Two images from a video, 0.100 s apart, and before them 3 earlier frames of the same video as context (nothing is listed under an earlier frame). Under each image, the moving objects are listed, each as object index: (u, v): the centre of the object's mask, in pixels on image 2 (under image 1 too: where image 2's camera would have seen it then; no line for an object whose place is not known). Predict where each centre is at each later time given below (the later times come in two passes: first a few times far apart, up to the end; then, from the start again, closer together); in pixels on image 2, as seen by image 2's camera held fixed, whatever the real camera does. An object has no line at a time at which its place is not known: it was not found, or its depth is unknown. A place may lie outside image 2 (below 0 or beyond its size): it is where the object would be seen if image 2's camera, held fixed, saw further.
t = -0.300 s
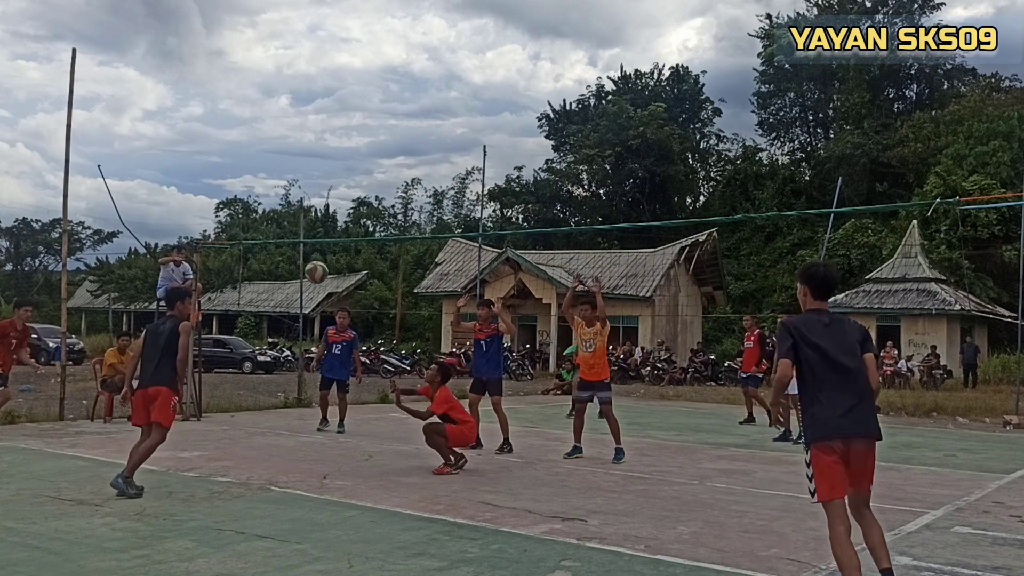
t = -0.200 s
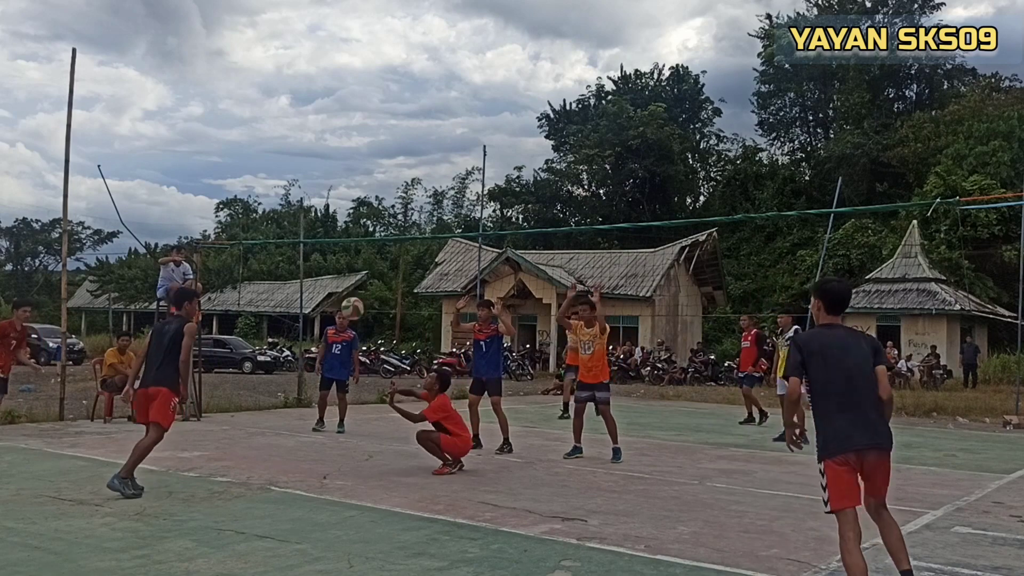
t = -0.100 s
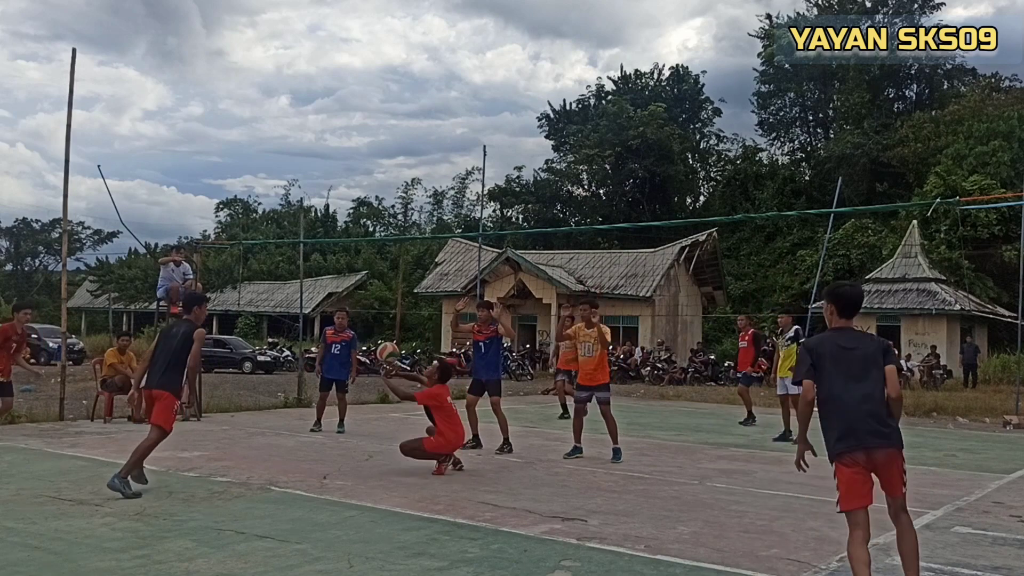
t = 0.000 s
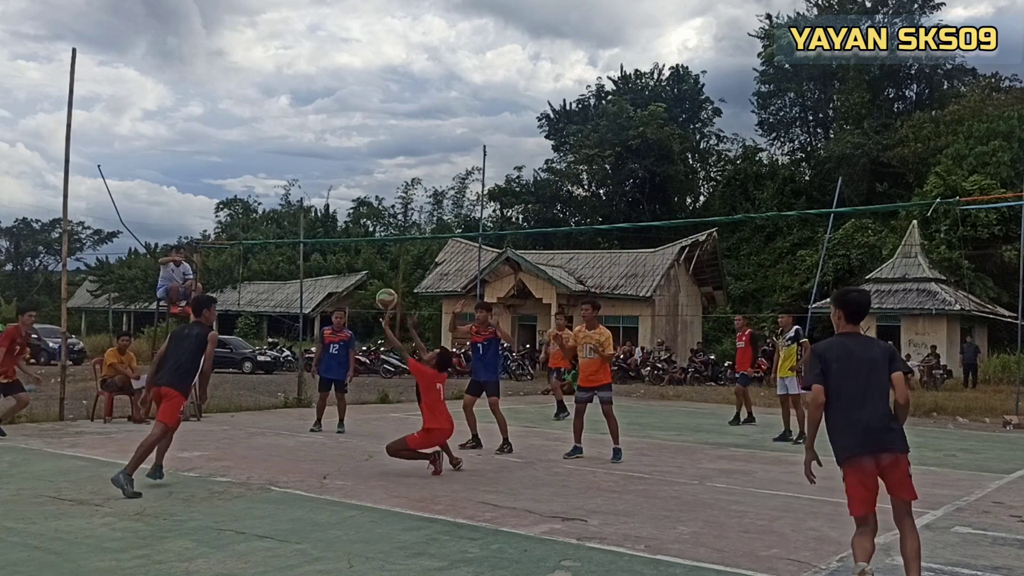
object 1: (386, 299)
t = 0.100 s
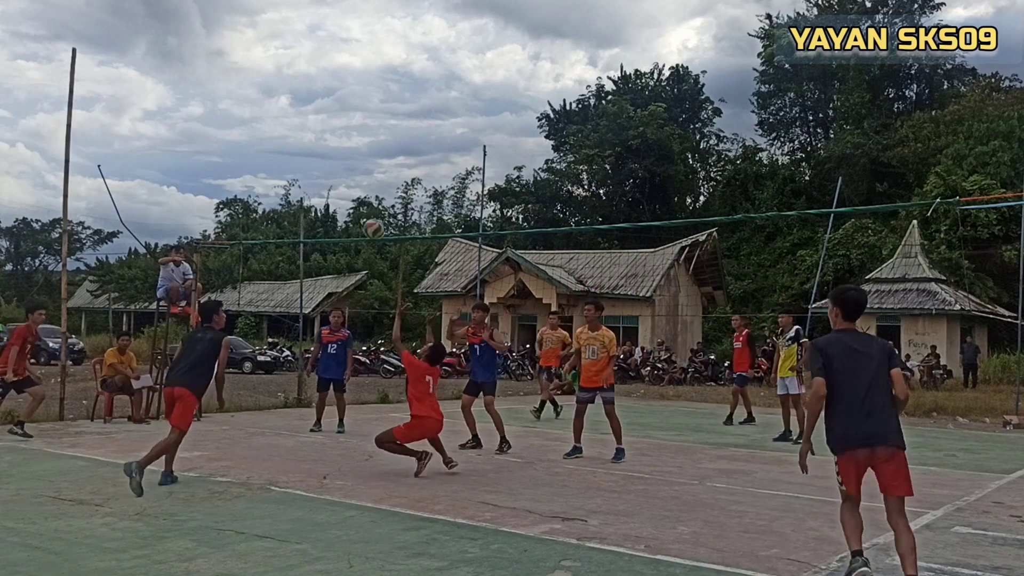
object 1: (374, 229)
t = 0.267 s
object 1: (354, 142)
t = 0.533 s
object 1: (326, 69)
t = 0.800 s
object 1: (301, 64)
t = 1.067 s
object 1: (278, 117)
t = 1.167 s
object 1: (270, 150)
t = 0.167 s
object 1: (366, 190)
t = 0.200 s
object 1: (362, 173)
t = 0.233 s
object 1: (358, 156)
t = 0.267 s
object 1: (354, 142)
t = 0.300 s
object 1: (350, 128)
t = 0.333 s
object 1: (347, 117)
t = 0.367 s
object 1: (343, 106)
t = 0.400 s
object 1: (339, 96)
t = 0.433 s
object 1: (336, 88)
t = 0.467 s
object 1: (332, 81)
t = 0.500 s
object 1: (329, 74)
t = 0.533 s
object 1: (326, 69)
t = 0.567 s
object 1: (323, 65)
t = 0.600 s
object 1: (319, 62)
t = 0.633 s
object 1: (316, 60)
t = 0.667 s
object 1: (313, 58)
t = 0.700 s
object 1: (310, 58)
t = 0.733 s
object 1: (307, 59)
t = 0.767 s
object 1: (304, 61)
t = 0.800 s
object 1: (301, 64)
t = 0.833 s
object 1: (298, 67)
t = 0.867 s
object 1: (295, 72)
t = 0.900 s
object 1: (292, 77)
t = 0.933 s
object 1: (289, 84)
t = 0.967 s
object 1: (286, 91)
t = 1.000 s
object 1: (283, 98)
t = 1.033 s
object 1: (281, 107)
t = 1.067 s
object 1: (278, 117)
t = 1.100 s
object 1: (275, 127)
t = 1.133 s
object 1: (272, 138)
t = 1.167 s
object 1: (270, 150)
